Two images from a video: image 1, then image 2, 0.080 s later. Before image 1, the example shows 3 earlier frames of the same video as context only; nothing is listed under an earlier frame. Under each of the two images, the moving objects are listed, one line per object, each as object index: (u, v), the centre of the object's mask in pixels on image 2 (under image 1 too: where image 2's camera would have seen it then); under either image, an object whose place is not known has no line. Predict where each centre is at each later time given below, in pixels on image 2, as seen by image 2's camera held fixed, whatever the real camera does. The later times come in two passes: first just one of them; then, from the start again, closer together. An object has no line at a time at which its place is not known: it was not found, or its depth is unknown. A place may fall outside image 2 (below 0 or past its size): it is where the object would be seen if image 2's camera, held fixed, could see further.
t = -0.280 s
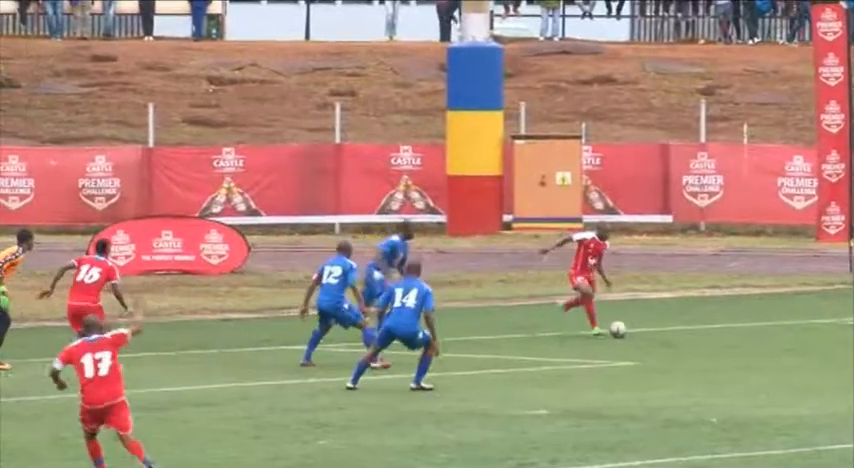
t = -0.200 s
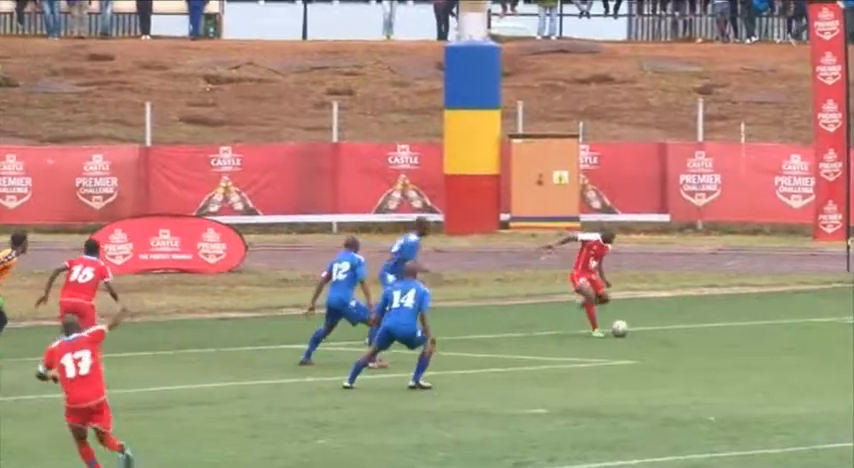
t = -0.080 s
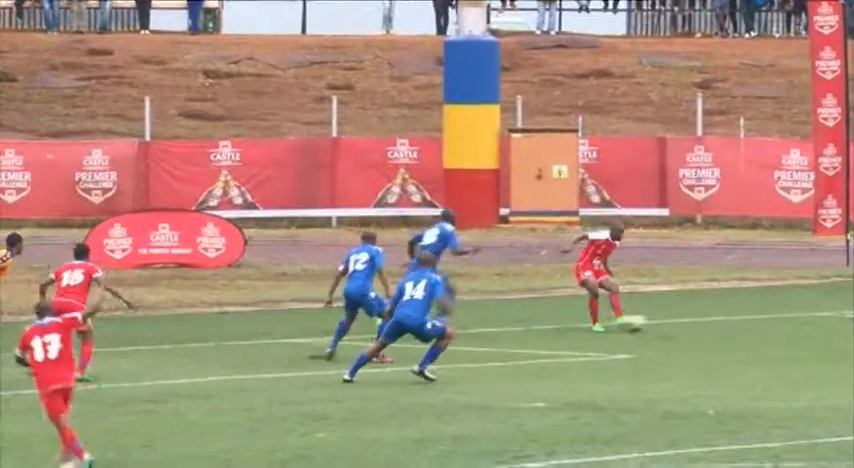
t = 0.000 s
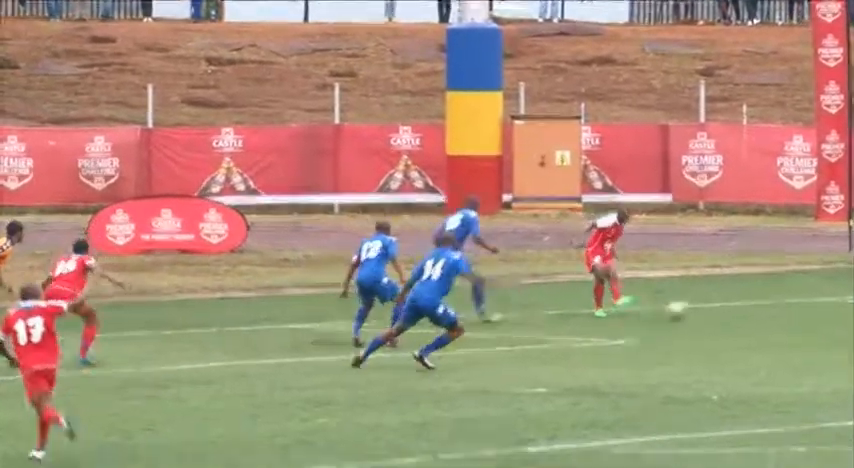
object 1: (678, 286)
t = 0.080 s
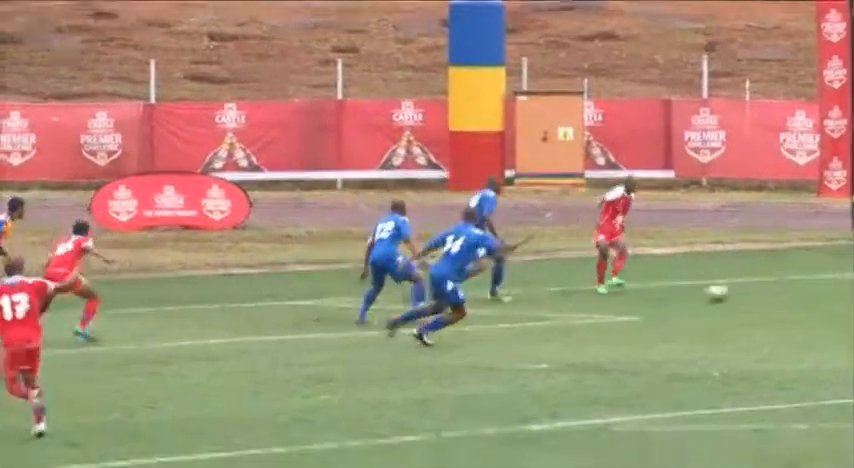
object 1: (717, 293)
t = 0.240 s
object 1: (790, 299)
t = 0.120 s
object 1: (735, 296)
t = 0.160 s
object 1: (754, 297)
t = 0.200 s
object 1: (773, 298)
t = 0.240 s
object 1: (790, 299)
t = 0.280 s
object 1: (807, 300)
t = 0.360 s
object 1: (841, 305)
